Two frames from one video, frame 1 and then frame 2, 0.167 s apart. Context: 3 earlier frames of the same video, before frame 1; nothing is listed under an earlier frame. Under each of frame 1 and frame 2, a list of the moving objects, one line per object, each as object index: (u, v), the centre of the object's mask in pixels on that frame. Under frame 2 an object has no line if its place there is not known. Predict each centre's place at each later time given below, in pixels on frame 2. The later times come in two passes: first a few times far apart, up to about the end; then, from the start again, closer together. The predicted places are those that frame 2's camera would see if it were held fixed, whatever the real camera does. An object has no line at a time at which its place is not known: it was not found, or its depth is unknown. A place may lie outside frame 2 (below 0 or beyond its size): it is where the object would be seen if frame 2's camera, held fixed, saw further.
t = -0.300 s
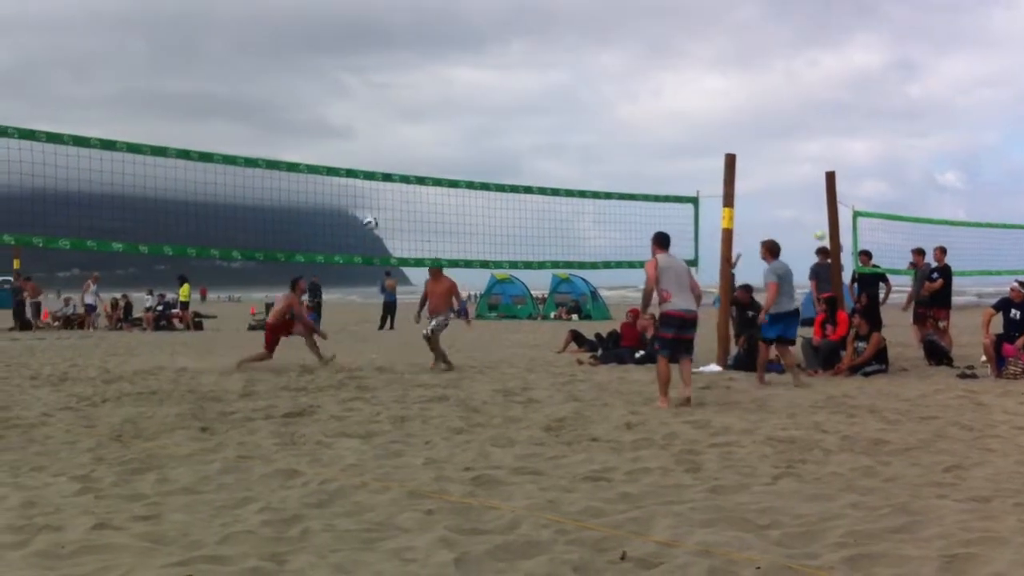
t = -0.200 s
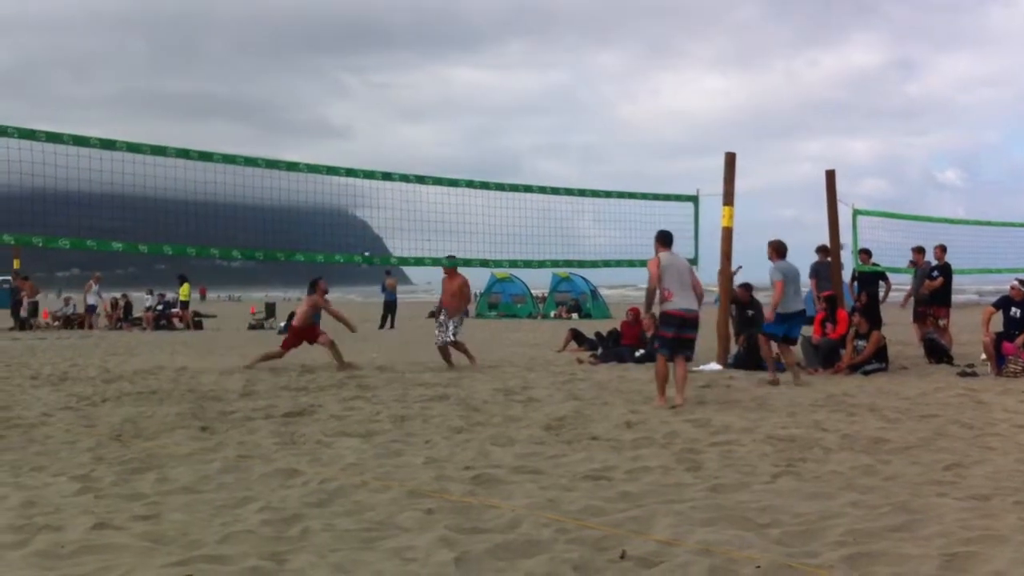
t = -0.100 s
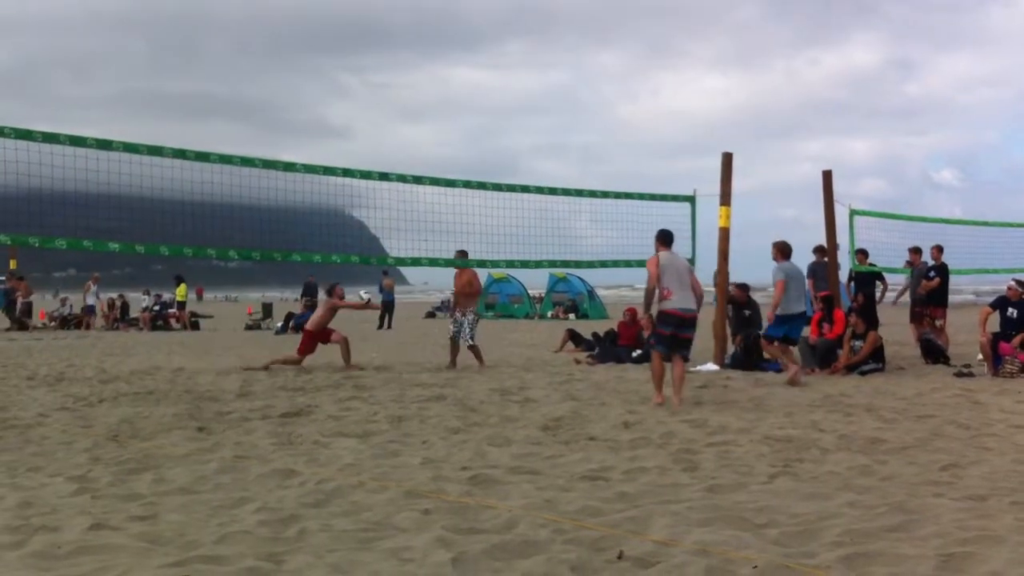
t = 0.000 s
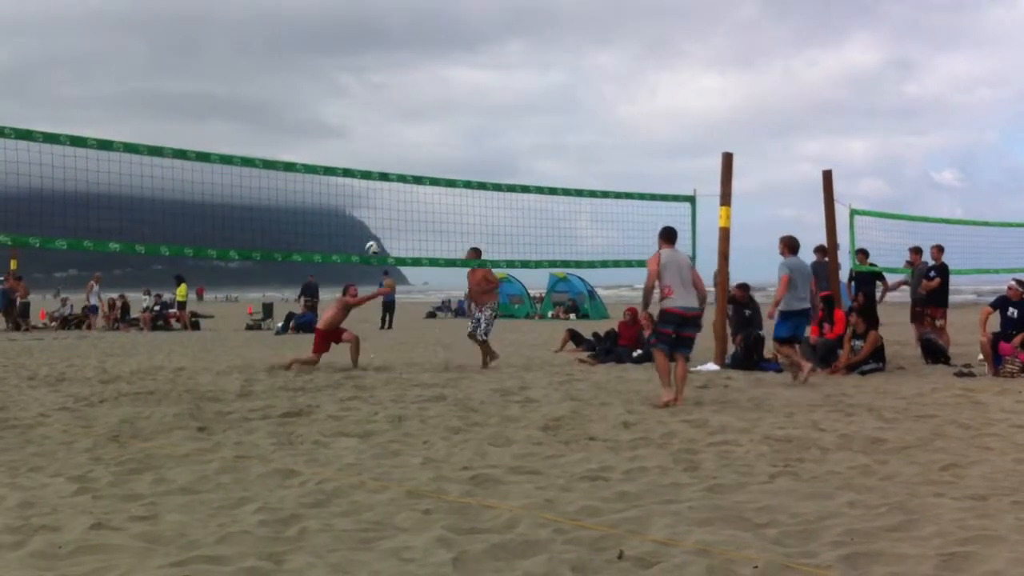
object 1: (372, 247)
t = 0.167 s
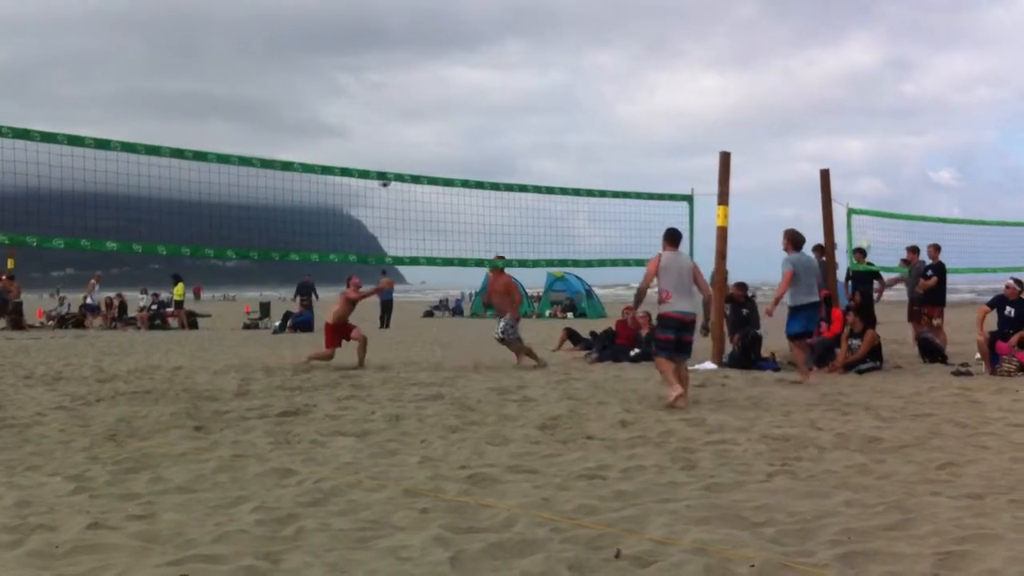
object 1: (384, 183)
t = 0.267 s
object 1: (392, 148)
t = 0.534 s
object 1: (412, 96)
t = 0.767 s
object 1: (430, 89)
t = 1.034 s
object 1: (452, 127)
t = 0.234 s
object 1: (389, 158)
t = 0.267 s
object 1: (392, 148)
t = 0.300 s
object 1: (394, 138)
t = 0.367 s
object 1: (399, 123)
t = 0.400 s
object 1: (402, 116)
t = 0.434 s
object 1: (404, 110)
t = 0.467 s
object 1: (407, 104)
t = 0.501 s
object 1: (410, 99)
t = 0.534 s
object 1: (412, 96)
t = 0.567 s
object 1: (415, 93)
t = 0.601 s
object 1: (417, 91)
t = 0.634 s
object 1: (420, 88)
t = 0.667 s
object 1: (423, 87)
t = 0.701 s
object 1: (425, 87)
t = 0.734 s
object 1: (428, 88)
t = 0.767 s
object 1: (430, 89)
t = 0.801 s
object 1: (434, 92)
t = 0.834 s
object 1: (436, 95)
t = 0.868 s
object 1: (439, 97)
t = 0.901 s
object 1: (442, 102)
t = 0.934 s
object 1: (443, 107)
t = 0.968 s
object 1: (446, 113)
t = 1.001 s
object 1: (449, 120)
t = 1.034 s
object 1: (452, 127)
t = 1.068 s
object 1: (454, 135)
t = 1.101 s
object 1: (457, 144)
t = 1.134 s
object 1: (459, 154)
